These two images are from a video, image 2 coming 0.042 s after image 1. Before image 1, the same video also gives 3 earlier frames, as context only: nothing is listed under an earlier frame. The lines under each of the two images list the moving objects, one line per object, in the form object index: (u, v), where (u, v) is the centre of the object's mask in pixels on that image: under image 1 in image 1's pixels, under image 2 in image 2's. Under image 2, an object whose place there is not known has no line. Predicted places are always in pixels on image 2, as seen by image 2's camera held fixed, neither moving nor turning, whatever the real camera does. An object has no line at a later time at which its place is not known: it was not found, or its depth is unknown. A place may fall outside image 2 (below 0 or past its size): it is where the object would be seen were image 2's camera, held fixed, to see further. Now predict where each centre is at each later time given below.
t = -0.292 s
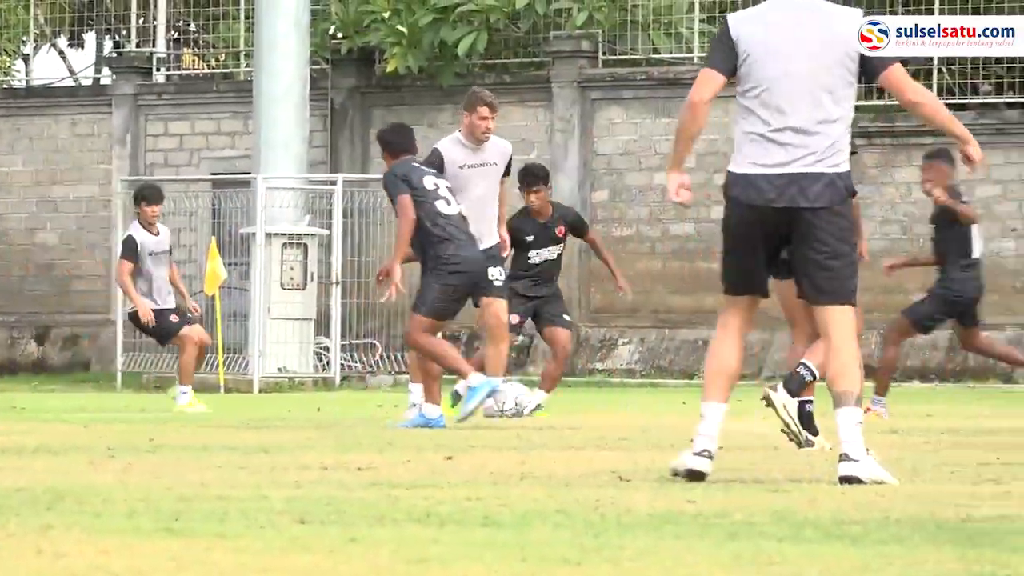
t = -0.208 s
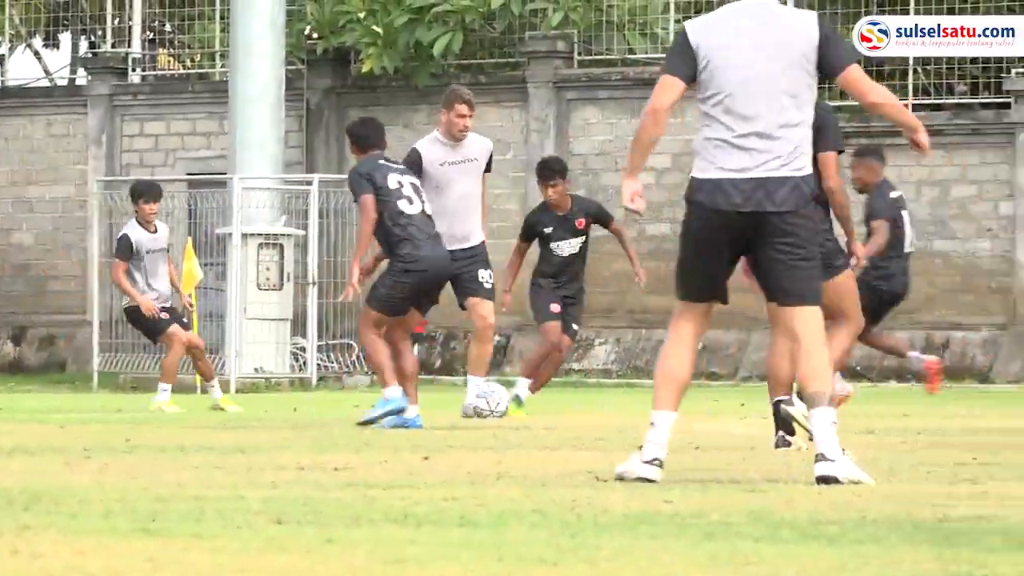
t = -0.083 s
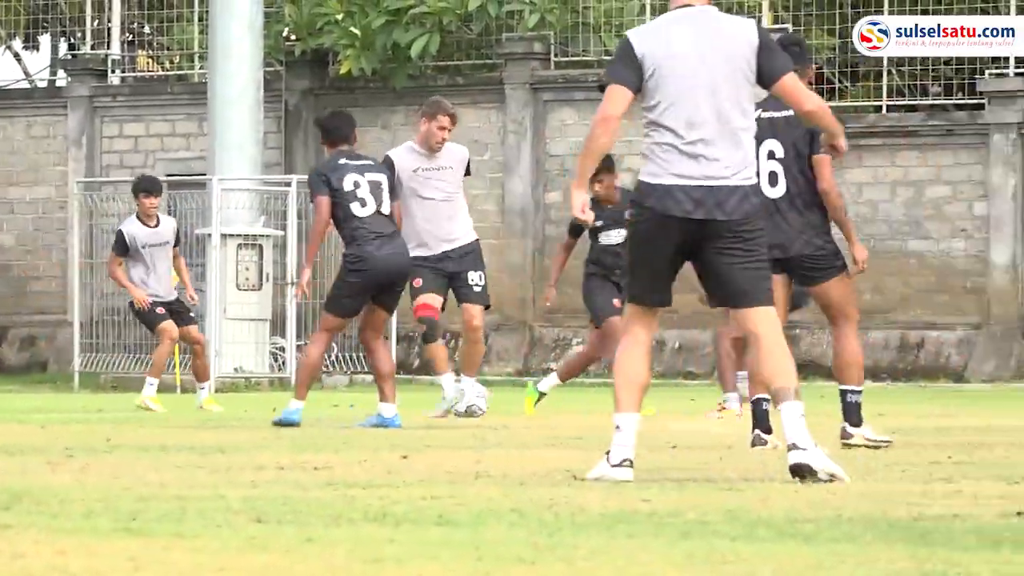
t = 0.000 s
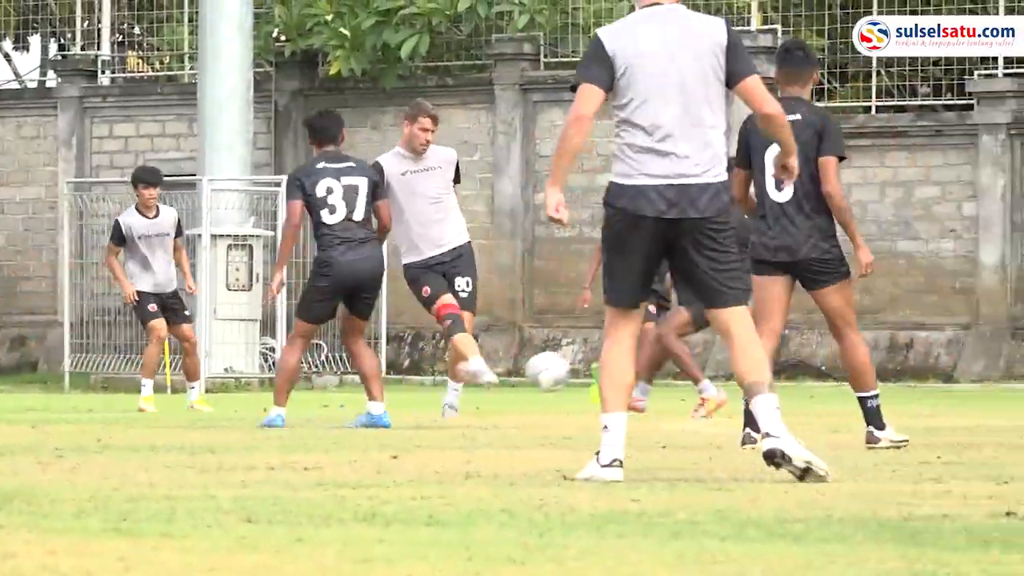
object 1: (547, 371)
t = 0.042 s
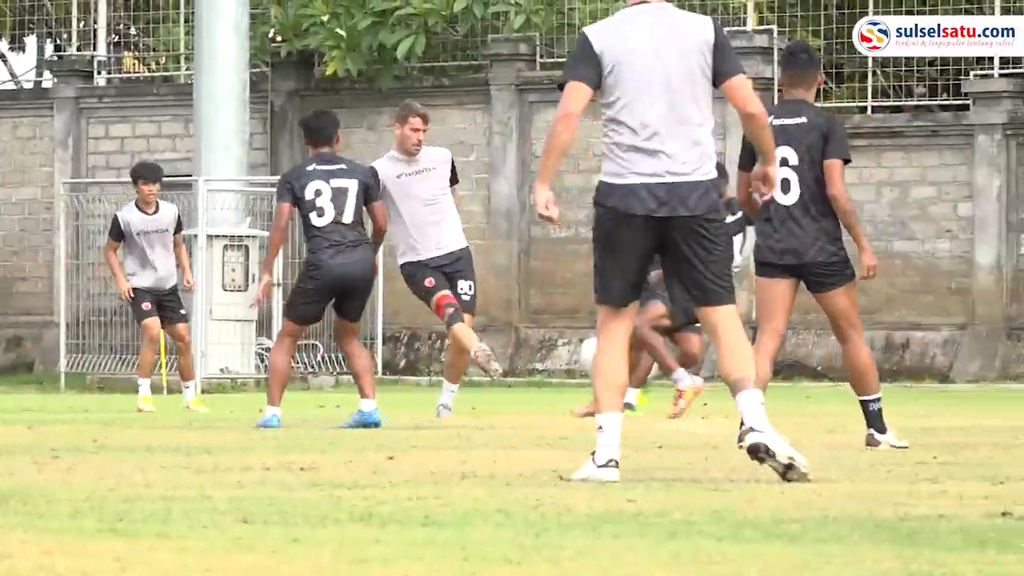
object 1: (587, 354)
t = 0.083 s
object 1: (678, 336)
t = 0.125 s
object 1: (743, 329)
